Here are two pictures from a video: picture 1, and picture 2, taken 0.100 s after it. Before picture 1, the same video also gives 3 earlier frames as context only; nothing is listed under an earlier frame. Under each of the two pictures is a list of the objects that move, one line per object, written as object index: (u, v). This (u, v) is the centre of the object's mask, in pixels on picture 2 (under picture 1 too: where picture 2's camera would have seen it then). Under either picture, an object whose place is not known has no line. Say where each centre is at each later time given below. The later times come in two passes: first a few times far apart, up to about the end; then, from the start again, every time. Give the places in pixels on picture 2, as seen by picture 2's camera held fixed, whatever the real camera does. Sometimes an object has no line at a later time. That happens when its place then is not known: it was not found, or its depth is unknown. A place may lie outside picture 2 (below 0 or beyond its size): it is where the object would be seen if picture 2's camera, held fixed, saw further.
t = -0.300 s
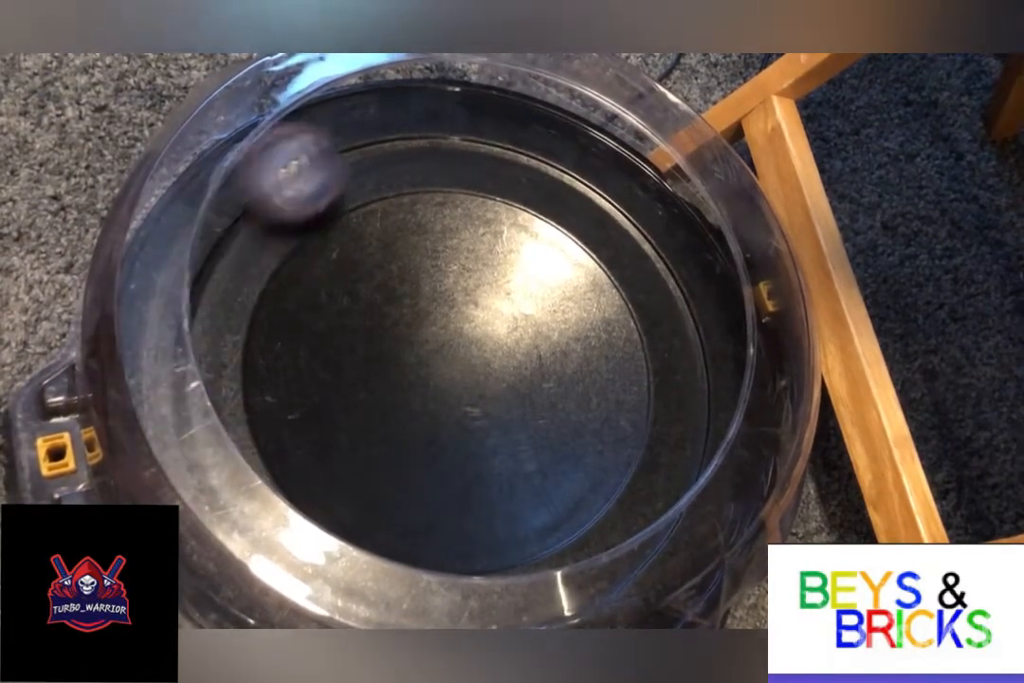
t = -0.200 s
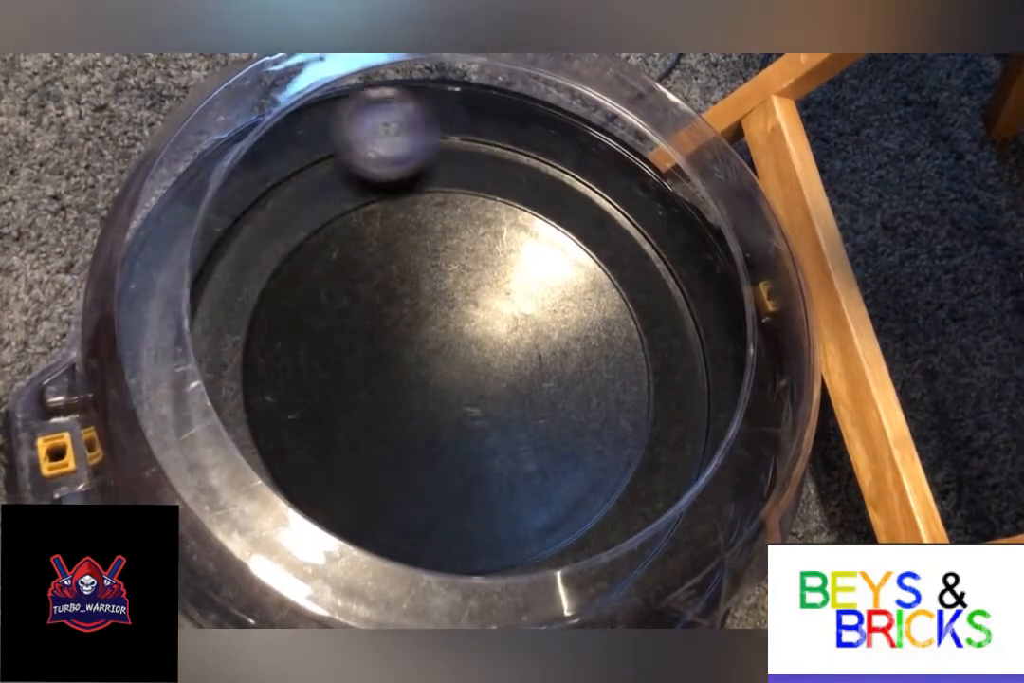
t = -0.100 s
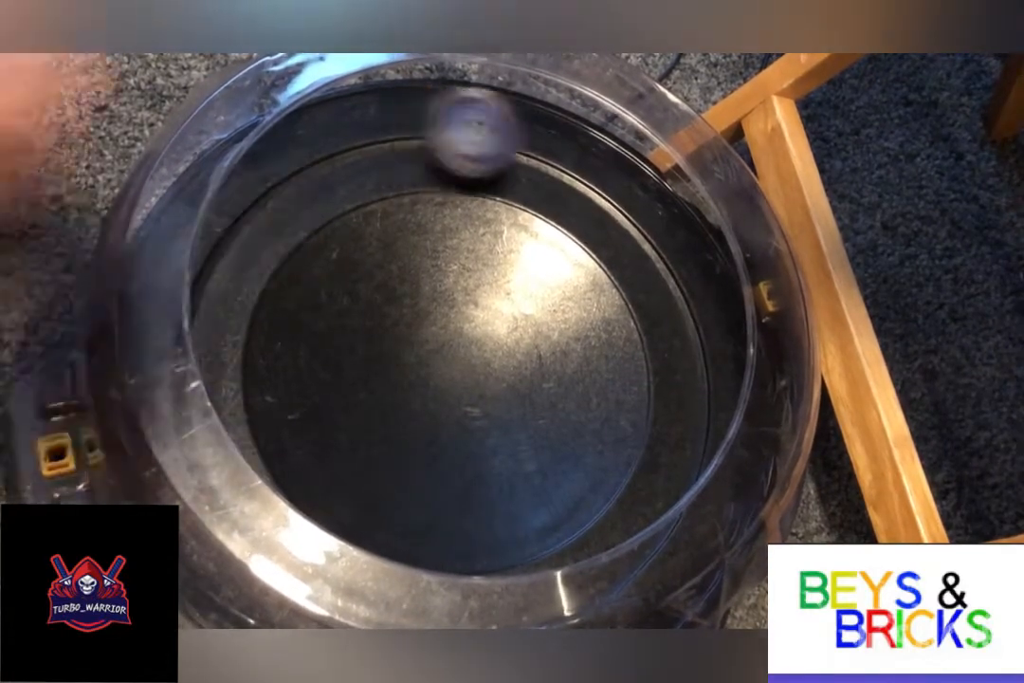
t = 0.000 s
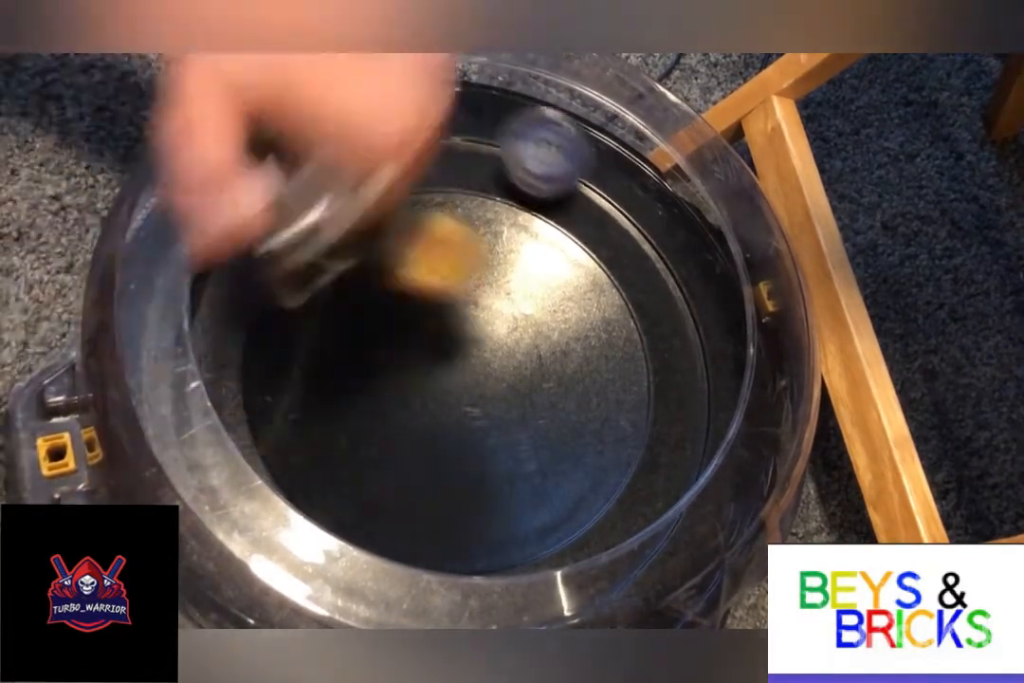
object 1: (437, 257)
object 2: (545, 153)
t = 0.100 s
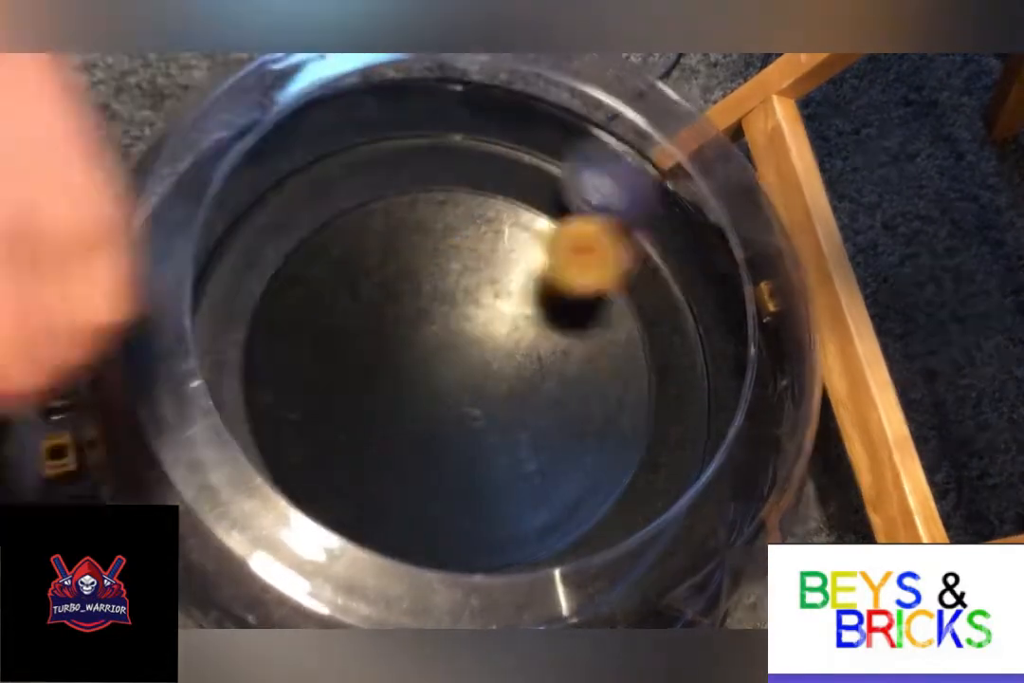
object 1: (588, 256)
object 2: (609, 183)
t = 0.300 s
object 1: (725, 391)
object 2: (639, 215)
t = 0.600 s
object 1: (455, 606)
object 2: (580, 340)
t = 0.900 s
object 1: (207, 535)
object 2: (288, 437)
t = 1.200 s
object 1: (155, 422)
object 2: (389, 135)
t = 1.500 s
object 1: (146, 393)
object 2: (663, 243)
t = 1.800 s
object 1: (143, 385)
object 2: (694, 467)
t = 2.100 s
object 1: (167, 358)
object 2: (579, 547)
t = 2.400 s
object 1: (164, 296)
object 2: (468, 565)
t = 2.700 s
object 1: (165, 276)
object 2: (378, 539)
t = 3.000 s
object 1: (208, 281)
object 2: (310, 464)
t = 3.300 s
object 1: (246, 192)
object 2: (477, 375)
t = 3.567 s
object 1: (302, 204)
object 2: (523, 420)
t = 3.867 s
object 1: (321, 163)
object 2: (432, 382)
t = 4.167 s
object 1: (348, 164)
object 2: (534, 362)
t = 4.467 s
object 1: (411, 167)
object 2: (458, 384)
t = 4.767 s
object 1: (439, 241)
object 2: (497, 364)
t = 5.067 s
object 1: (346, 400)
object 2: (512, 494)
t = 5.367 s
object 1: (455, 350)
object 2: (518, 578)
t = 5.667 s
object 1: (428, 314)
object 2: (566, 570)
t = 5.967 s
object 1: (473, 418)
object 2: (633, 521)
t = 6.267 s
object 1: (515, 288)
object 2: (669, 433)
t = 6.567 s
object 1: (360, 357)
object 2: (663, 328)
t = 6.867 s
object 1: (554, 439)
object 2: (623, 235)
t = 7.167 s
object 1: (533, 269)
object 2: (550, 164)
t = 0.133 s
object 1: (627, 254)
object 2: (623, 189)
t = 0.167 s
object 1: (666, 264)
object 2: (629, 205)
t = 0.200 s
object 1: (706, 293)
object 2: (640, 211)
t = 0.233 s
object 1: (741, 330)
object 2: (641, 209)
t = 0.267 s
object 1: (740, 365)
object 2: (641, 211)
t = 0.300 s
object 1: (725, 391)
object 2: (639, 215)
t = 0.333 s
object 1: (703, 421)
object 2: (636, 221)
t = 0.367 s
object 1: (680, 447)
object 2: (634, 227)
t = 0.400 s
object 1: (653, 475)
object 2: (629, 234)
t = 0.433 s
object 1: (626, 503)
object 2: (624, 242)
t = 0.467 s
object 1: (596, 533)
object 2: (620, 251)
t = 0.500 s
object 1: (562, 561)
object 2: (612, 264)
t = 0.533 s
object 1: (525, 582)
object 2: (606, 283)
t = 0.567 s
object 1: (491, 598)
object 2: (595, 308)
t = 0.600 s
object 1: (455, 606)
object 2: (580, 340)
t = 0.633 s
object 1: (419, 612)
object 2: (565, 371)
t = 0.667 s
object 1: (381, 616)
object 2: (541, 406)
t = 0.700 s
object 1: (343, 615)
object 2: (513, 434)
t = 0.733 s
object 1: (293, 615)
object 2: (478, 458)
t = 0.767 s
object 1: (270, 608)
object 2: (436, 474)
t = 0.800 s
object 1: (243, 598)
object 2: (394, 481)
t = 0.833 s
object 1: (225, 577)
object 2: (352, 479)
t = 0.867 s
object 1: (215, 557)
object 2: (318, 465)
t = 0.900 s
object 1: (207, 535)
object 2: (288, 437)
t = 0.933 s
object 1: (203, 511)
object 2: (269, 408)
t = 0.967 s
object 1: (196, 492)
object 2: (257, 371)
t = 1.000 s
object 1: (193, 476)
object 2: (253, 329)
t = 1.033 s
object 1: (188, 463)
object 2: (264, 290)
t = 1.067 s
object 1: (181, 452)
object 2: (284, 249)
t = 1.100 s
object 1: (178, 442)
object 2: (312, 212)
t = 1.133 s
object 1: (172, 433)
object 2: (341, 182)
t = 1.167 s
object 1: (161, 428)
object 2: (367, 156)
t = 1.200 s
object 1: (155, 422)
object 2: (389, 135)
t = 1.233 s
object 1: (146, 416)
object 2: (416, 122)
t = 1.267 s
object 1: (149, 412)
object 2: (444, 119)
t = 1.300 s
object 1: (154, 407)
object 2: (475, 124)
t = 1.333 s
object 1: (157, 404)
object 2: (508, 134)
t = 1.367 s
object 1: (158, 402)
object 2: (541, 149)
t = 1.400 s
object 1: (157, 399)
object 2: (581, 171)
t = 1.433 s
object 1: (154, 397)
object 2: (613, 197)
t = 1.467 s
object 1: (149, 395)
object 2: (640, 217)
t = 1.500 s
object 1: (146, 393)
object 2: (663, 243)
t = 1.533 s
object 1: (144, 392)
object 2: (680, 270)
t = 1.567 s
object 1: (146, 391)
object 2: (692, 300)
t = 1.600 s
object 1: (148, 391)
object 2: (701, 328)
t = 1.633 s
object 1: (148, 390)
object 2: (702, 355)
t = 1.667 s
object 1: (148, 390)
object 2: (706, 379)
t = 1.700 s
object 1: (147, 389)
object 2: (707, 403)
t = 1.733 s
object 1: (146, 387)
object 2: (706, 426)
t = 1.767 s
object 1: (144, 386)
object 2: (702, 448)
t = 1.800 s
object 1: (143, 385)
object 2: (694, 467)
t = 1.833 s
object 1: (145, 384)
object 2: (686, 485)
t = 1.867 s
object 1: (147, 383)
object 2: (677, 502)
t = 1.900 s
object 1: (150, 381)
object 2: (667, 518)
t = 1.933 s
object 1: (152, 379)
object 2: (655, 532)
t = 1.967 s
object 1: (155, 376)
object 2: (642, 543)
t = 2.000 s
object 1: (157, 372)
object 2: (628, 553)
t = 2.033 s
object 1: (159, 368)
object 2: (607, 525)
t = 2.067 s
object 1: (166, 363)
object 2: (591, 541)
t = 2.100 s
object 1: (167, 358)
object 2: (579, 547)
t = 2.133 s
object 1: (167, 352)
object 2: (566, 553)
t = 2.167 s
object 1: (167, 346)
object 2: (553, 557)
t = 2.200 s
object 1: (167, 338)
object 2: (540, 560)
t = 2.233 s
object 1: (167, 331)
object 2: (527, 562)
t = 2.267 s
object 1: (166, 323)
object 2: (516, 564)
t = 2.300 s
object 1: (166, 316)
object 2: (503, 565)
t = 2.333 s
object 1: (165, 308)
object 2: (491, 565)
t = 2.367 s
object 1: (165, 302)
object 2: (479, 565)
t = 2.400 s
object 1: (164, 296)
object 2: (468, 565)
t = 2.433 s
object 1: (163, 290)
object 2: (458, 564)
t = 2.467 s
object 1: (163, 286)
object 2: (446, 562)
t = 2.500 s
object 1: (162, 283)
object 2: (437, 560)
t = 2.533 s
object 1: (162, 280)
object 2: (427, 558)
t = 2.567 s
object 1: (162, 278)
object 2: (416, 555)
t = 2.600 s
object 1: (163, 277)
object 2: (407, 552)
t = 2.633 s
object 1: (163, 276)
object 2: (396, 548)
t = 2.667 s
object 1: (164, 275)
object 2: (387, 543)
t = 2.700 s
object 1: (165, 276)
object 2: (378, 539)
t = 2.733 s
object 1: (167, 276)
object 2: (369, 533)
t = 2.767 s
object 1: (169, 276)
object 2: (360, 527)
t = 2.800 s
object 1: (171, 276)
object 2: (352, 520)
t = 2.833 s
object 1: (175, 277)
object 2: (344, 513)
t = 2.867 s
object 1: (177, 276)
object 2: (338, 506)
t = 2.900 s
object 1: (182, 274)
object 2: (331, 499)
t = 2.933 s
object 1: (188, 272)
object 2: (325, 491)
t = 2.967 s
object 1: (196, 274)
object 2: (318, 479)
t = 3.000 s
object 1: (208, 281)
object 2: (310, 464)
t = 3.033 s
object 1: (229, 287)
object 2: (305, 442)
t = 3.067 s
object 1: (237, 292)
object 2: (304, 413)
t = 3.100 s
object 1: (246, 293)
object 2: (312, 383)
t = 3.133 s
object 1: (243, 270)
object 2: (339, 381)
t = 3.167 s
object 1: (240, 246)
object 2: (369, 382)
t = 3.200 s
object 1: (232, 220)
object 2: (398, 379)
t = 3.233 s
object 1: (234, 205)
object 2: (427, 377)
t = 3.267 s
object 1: (240, 196)
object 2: (453, 375)
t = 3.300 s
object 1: (246, 192)
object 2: (477, 375)
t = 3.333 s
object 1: (255, 192)
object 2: (498, 376)
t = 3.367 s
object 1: (264, 198)
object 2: (514, 380)
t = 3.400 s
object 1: (272, 200)
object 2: (526, 385)
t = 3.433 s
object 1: (281, 203)
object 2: (534, 392)
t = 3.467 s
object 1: (287, 205)
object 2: (540, 400)
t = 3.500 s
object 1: (293, 205)
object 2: (539, 408)
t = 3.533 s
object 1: (297, 205)
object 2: (534, 414)
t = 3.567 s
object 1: (302, 204)
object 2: (523, 420)
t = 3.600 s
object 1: (305, 202)
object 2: (509, 424)
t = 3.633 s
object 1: (309, 199)
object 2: (496, 424)
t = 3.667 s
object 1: (312, 195)
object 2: (479, 427)
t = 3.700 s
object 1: (314, 191)
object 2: (464, 424)
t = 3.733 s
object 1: (316, 186)
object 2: (449, 421)
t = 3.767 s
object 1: (317, 181)
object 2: (440, 413)
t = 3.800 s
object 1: (319, 175)
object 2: (432, 405)
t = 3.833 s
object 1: (320, 169)
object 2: (430, 395)
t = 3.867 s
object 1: (321, 163)
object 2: (432, 382)
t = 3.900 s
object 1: (323, 156)
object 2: (438, 369)
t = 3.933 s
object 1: (325, 151)
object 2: (448, 357)
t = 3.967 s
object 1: (328, 153)
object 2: (461, 347)
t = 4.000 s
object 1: (332, 157)
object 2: (476, 341)
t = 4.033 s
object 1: (334, 160)
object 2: (491, 338)
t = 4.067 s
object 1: (337, 162)
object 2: (506, 339)
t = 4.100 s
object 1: (340, 163)
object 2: (518, 344)
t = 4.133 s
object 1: (343, 164)
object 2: (529, 352)
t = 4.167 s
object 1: (348, 164)
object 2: (534, 362)
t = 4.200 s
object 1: (352, 164)
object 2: (537, 374)
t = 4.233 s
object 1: (358, 164)
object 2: (534, 385)
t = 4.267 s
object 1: (364, 164)
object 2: (526, 395)
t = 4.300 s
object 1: (372, 164)
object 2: (514, 404)
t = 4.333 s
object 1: (380, 164)
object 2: (502, 406)
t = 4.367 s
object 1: (388, 164)
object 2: (488, 405)
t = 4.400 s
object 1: (396, 165)
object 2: (476, 399)
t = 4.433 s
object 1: (403, 166)
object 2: (467, 395)
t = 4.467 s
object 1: (411, 167)
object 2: (458, 384)
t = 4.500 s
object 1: (419, 168)
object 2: (450, 375)
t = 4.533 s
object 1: (429, 169)
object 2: (446, 362)
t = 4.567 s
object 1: (437, 171)
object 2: (445, 350)
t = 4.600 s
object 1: (444, 176)
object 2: (447, 338)
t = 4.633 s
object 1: (449, 189)
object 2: (453, 327)
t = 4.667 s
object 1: (452, 208)
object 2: (461, 318)
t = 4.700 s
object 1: (450, 223)
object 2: (474, 325)
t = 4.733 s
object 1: (445, 230)
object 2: (485, 344)
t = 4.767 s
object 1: (439, 241)
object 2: (497, 364)
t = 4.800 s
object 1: (430, 258)
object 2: (502, 379)
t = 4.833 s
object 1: (419, 277)
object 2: (502, 394)
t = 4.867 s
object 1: (410, 300)
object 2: (496, 406)
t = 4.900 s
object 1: (403, 330)
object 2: (486, 412)
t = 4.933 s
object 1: (395, 356)
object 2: (481, 426)
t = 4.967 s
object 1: (372, 364)
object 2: (499, 446)
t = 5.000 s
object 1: (356, 375)
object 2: (509, 465)
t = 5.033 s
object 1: (347, 387)
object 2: (514, 481)
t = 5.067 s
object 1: (346, 400)
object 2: (512, 494)
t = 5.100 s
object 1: (353, 414)
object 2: (503, 502)
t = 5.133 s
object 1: (368, 427)
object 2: (491, 505)
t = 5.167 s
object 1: (389, 438)
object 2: (475, 505)
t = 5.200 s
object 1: (397, 429)
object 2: (481, 518)
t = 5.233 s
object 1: (403, 412)
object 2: (493, 532)
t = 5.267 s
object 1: (413, 395)
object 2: (501, 549)
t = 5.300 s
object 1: (427, 379)
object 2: (504, 559)
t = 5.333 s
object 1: (441, 364)
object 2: (509, 569)
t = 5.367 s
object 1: (455, 350)
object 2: (518, 578)
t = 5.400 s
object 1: (466, 337)
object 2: (531, 584)
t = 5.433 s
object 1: (473, 326)
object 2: (545, 591)
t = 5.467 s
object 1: (476, 316)
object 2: (550, 591)
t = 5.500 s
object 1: (475, 308)
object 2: (551, 588)
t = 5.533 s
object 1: (471, 305)
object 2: (551, 584)
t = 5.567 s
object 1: (465, 304)
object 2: (553, 580)
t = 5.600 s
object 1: (454, 305)
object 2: (556, 576)
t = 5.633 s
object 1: (442, 308)
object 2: (560, 573)
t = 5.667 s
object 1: (428, 314)
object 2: (566, 570)
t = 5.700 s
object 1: (414, 323)
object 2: (572, 567)
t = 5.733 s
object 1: (404, 337)
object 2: (580, 563)
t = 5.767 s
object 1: (399, 354)
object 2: (588, 560)
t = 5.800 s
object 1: (400, 371)
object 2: (596, 554)
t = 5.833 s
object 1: (407, 387)
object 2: (603, 551)
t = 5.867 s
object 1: (420, 401)
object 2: (611, 545)
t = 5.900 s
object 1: (436, 412)
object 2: (620, 537)
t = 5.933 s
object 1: (454, 417)
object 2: (627, 530)
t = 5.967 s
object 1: (473, 418)
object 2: (633, 521)
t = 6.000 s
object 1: (491, 415)
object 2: (638, 513)
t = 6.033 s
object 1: (509, 406)
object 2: (643, 504)
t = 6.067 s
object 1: (524, 393)
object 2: (648, 496)
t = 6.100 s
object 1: (533, 377)
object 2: (653, 488)
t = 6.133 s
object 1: (539, 358)
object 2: (658, 479)
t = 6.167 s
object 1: (540, 339)
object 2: (662, 467)
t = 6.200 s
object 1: (537, 320)
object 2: (663, 455)
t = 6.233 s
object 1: (528, 303)
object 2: (667, 444)
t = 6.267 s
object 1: (515, 288)
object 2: (669, 433)
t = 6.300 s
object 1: (500, 276)
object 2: (672, 422)
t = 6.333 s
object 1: (480, 269)
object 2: (672, 410)
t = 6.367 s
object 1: (458, 265)
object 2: (671, 397)
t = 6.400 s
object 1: (434, 266)
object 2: (671, 385)
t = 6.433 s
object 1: (408, 275)
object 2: (670, 373)
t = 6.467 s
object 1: (388, 288)
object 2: (669, 362)
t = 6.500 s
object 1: (372, 308)
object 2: (668, 351)
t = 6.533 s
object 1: (362, 331)
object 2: (666, 339)
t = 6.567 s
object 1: (360, 357)
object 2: (663, 328)
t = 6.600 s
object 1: (364, 384)
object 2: (660, 316)
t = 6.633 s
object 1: (377, 410)
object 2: (656, 305)
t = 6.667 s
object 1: (396, 432)
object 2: (652, 294)
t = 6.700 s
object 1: (421, 450)
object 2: (648, 284)
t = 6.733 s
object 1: (449, 461)
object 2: (643, 274)
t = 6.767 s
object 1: (478, 464)
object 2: (640, 264)
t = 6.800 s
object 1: (505, 462)
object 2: (635, 253)
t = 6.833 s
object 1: (531, 453)
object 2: (629, 244)
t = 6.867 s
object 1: (554, 439)
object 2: (623, 235)
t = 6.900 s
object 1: (574, 419)
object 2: (616, 227)
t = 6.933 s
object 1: (588, 397)
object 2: (609, 219)
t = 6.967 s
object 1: (595, 375)
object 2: (602, 210)
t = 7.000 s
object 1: (597, 353)
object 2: (593, 205)
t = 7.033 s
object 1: (595, 328)
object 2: (585, 198)
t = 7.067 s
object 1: (589, 308)
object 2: (577, 193)
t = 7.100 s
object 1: (577, 288)
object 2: (567, 187)
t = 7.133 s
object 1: (559, 273)
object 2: (559, 178)
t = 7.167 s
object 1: (533, 269)
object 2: (550, 164)
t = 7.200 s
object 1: (507, 268)
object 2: (542, 154)
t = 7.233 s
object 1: (478, 270)
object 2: (534, 146)
